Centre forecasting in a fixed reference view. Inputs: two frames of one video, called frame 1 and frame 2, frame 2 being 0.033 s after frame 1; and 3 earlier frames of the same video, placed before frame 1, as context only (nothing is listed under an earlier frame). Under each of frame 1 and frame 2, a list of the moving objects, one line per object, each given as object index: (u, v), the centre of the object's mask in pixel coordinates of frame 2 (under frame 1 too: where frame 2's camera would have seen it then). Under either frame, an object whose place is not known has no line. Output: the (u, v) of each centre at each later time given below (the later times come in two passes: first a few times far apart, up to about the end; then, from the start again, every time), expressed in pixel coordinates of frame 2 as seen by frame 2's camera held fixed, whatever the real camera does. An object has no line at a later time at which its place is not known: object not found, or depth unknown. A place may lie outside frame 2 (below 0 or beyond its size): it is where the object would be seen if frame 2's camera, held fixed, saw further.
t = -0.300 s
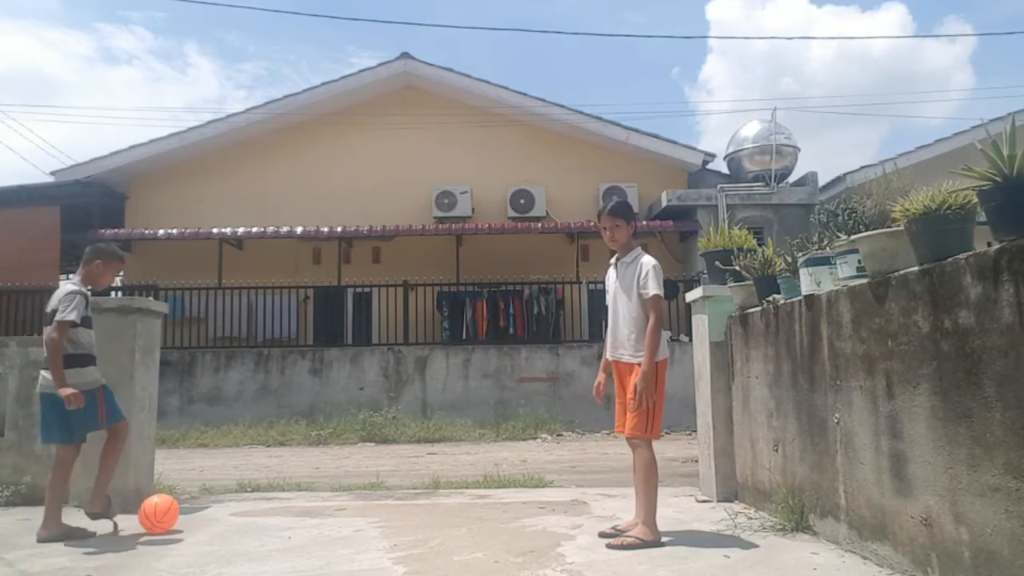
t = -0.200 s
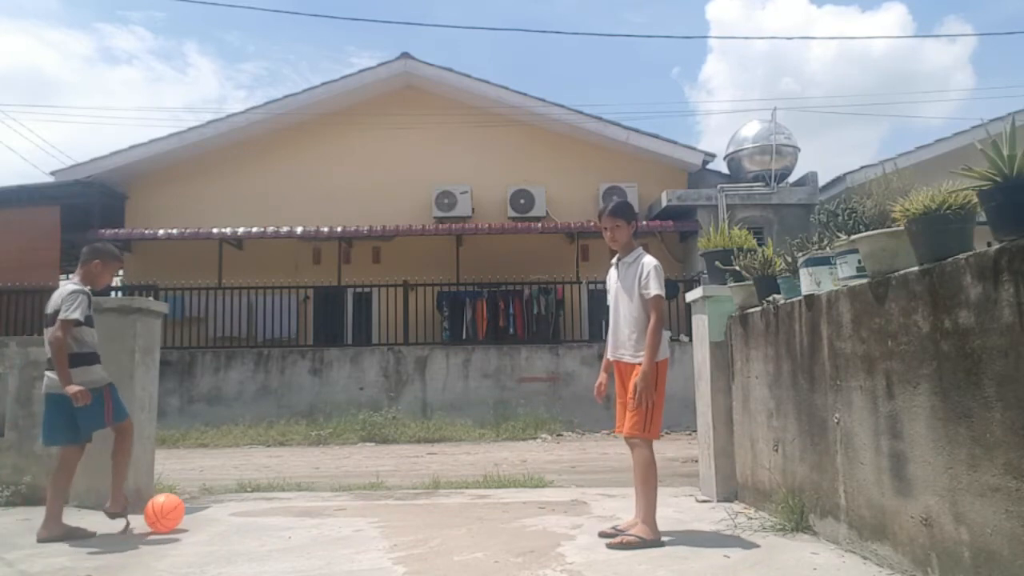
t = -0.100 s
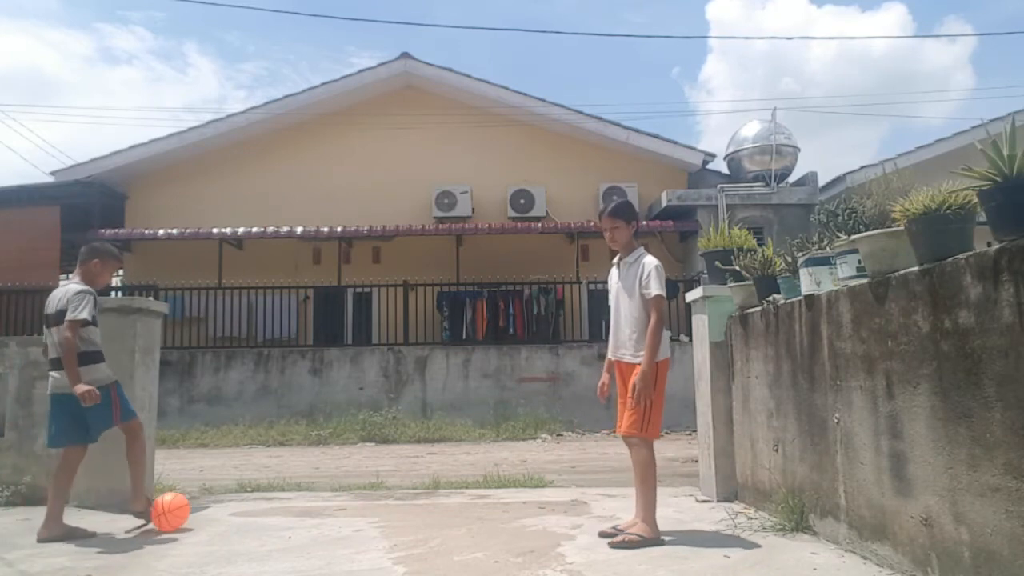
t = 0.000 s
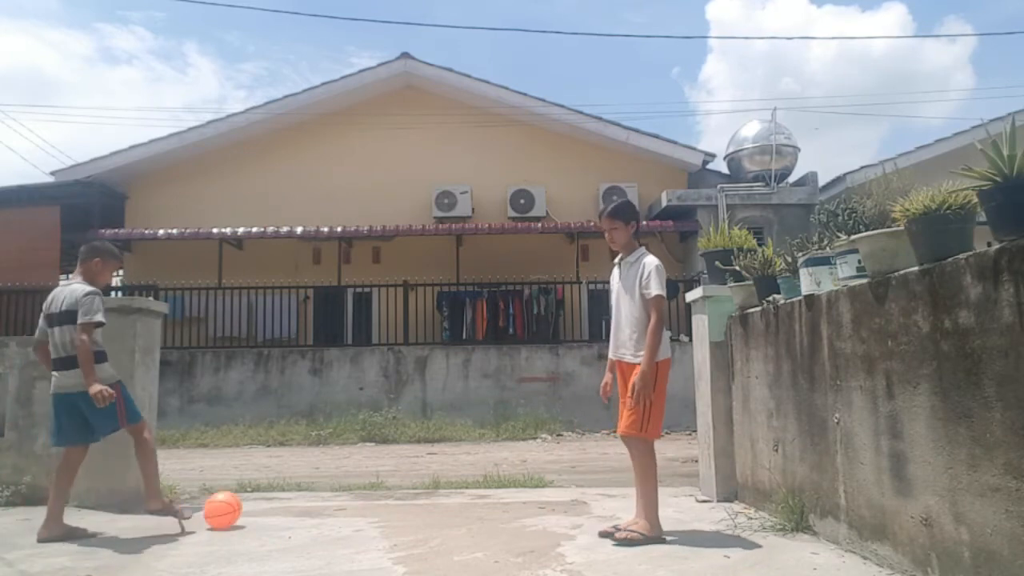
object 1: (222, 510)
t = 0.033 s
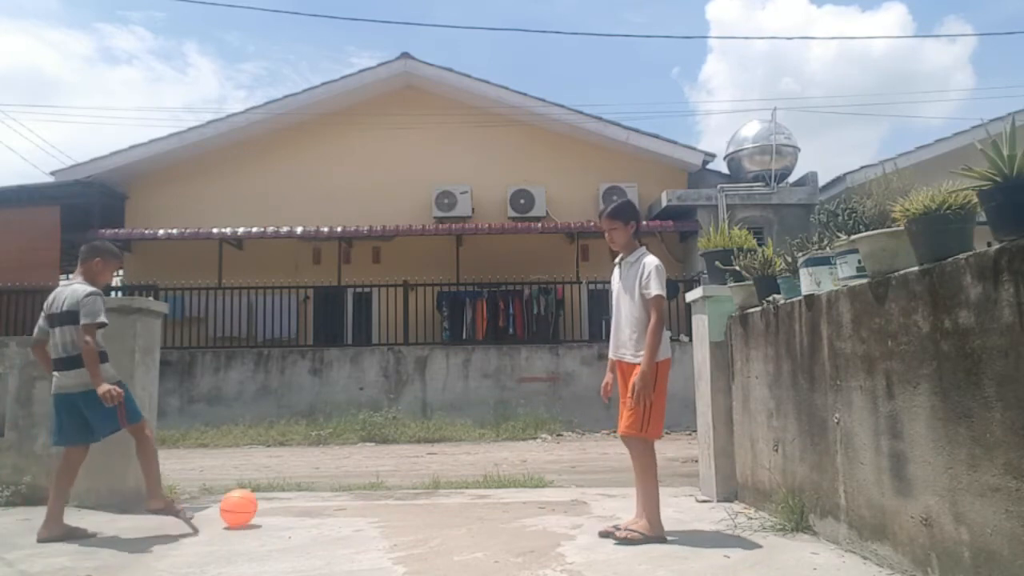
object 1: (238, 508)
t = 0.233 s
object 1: (313, 506)
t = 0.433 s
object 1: (373, 502)
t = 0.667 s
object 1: (437, 499)
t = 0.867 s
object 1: (487, 494)
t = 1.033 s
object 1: (528, 494)
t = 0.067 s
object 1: (254, 507)
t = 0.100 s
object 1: (268, 508)
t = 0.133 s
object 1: (280, 505)
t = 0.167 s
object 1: (292, 504)
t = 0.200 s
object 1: (303, 505)
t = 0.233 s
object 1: (313, 506)
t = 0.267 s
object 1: (324, 504)
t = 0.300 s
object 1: (334, 504)
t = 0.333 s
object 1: (344, 504)
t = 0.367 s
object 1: (354, 502)
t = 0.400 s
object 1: (364, 502)
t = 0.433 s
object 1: (373, 502)
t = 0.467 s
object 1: (383, 500)
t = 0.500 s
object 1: (391, 500)
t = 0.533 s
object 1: (401, 501)
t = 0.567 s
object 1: (409, 500)
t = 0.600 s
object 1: (419, 499)
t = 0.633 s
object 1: (428, 500)
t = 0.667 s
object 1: (437, 499)
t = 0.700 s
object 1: (446, 497)
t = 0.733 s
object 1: (455, 498)
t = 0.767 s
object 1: (464, 497)
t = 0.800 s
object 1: (471, 495)
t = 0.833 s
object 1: (479, 494)
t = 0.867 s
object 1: (487, 494)
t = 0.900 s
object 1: (495, 495)
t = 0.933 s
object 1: (503, 493)
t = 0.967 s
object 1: (512, 492)
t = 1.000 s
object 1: (520, 492)
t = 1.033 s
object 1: (528, 494)
